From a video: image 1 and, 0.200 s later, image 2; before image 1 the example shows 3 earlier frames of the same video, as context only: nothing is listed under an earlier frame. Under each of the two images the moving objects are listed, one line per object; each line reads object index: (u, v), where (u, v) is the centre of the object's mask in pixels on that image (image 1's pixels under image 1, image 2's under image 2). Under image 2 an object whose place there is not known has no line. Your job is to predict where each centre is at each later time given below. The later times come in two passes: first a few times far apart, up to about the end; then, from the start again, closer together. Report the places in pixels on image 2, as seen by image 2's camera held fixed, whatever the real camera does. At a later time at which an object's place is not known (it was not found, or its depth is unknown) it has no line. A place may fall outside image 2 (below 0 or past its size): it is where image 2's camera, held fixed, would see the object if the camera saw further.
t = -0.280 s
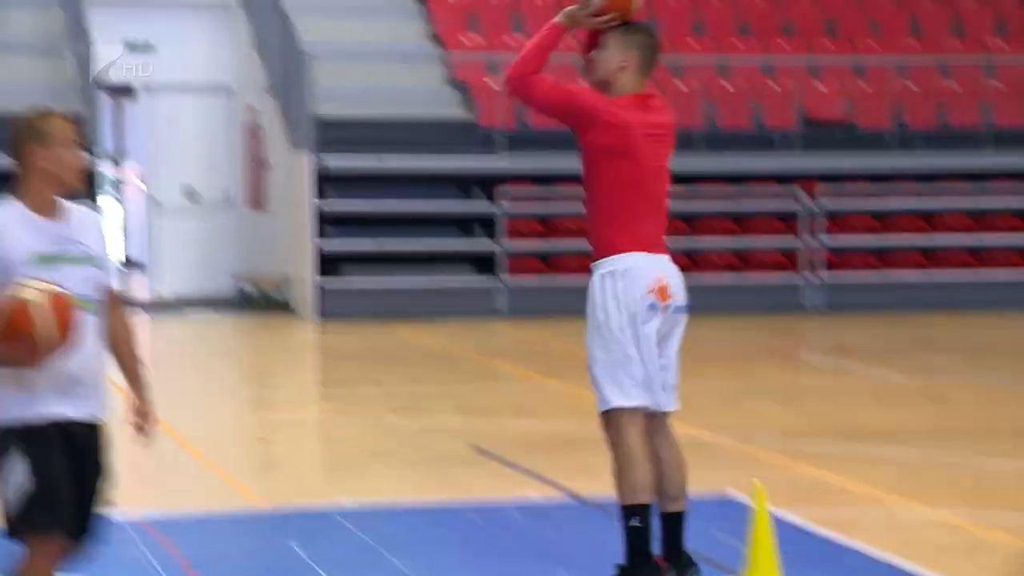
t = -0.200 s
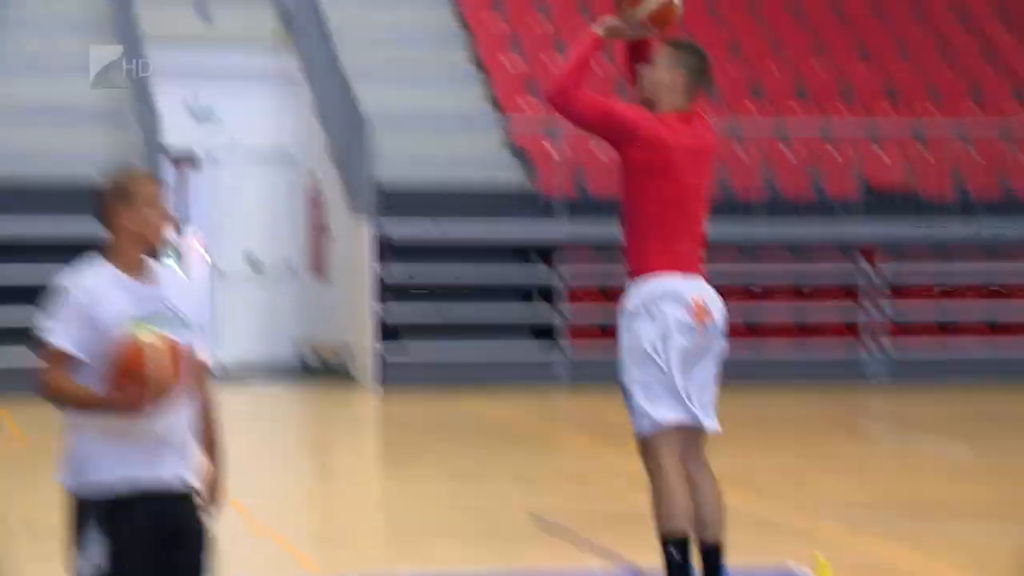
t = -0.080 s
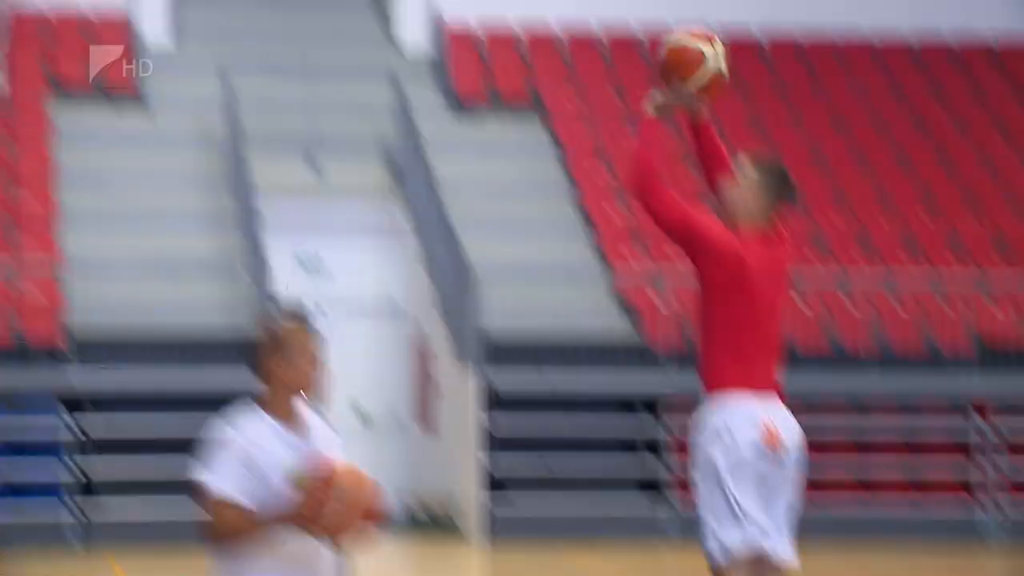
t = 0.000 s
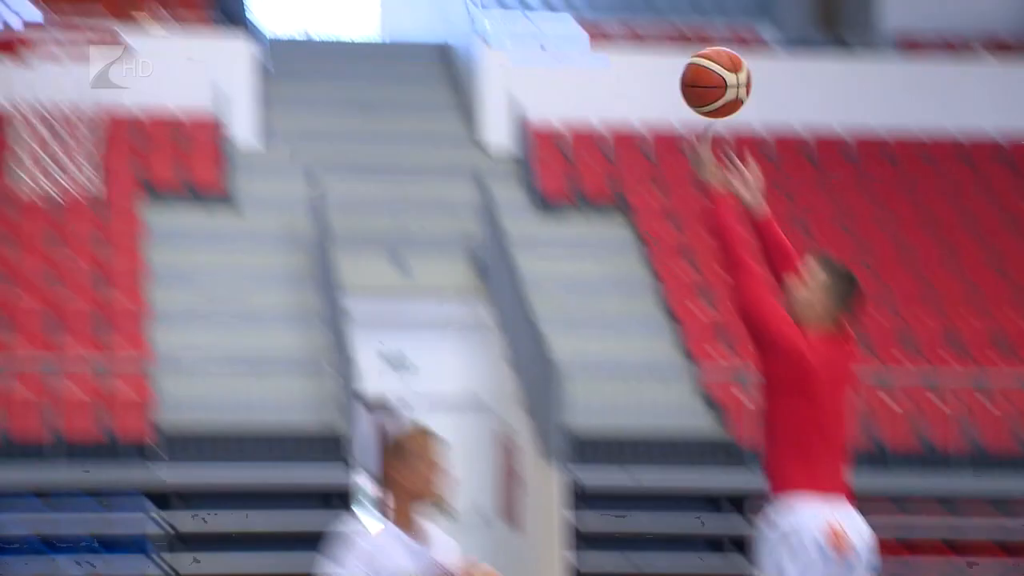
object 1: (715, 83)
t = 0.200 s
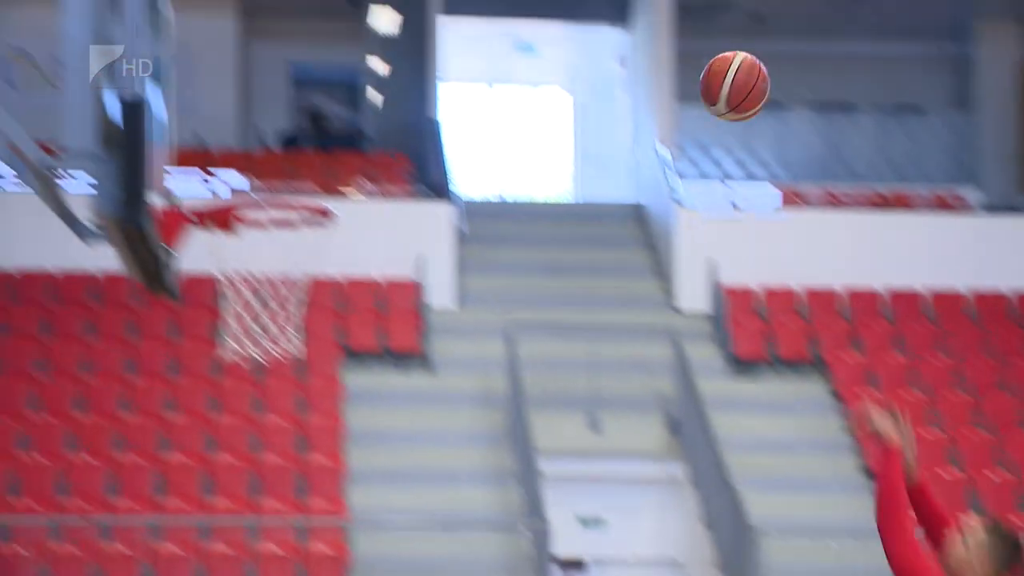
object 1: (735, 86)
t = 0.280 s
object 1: (672, 59)
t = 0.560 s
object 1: (433, 98)
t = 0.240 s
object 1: (703, 70)
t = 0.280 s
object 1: (672, 59)
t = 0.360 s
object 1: (607, 46)
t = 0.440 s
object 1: (537, 52)
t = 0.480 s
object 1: (503, 64)
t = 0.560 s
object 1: (433, 98)
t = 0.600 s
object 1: (404, 119)
